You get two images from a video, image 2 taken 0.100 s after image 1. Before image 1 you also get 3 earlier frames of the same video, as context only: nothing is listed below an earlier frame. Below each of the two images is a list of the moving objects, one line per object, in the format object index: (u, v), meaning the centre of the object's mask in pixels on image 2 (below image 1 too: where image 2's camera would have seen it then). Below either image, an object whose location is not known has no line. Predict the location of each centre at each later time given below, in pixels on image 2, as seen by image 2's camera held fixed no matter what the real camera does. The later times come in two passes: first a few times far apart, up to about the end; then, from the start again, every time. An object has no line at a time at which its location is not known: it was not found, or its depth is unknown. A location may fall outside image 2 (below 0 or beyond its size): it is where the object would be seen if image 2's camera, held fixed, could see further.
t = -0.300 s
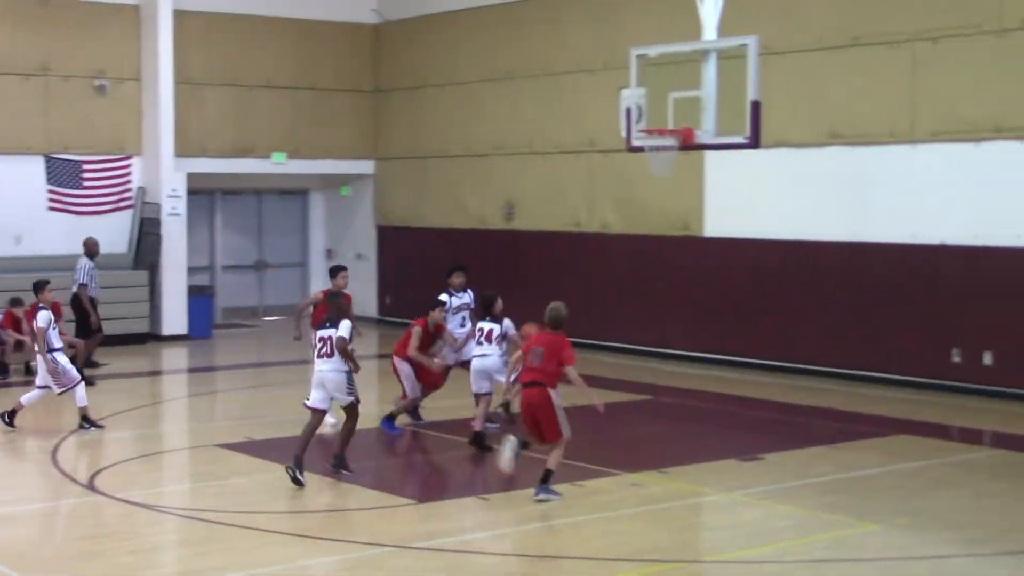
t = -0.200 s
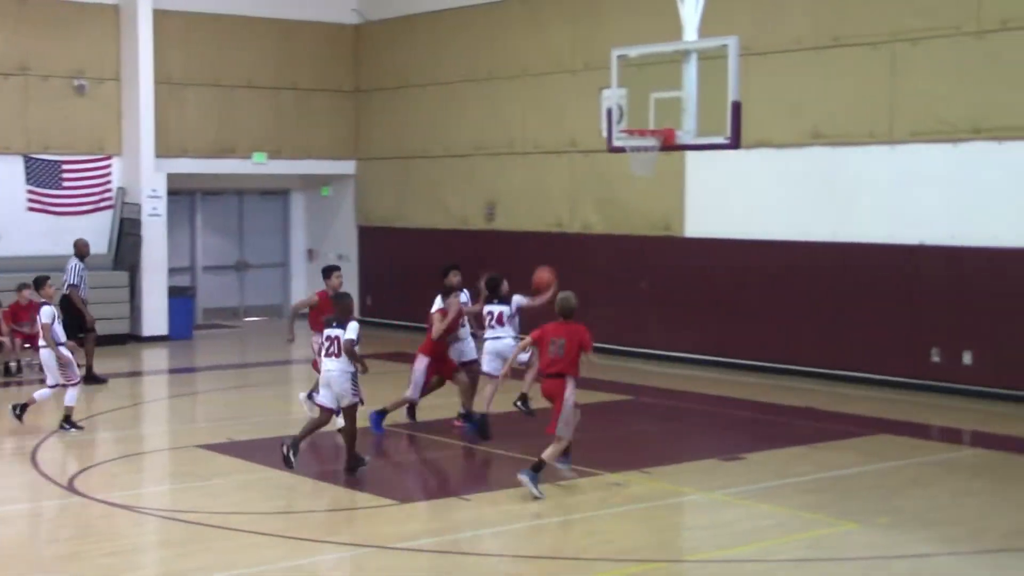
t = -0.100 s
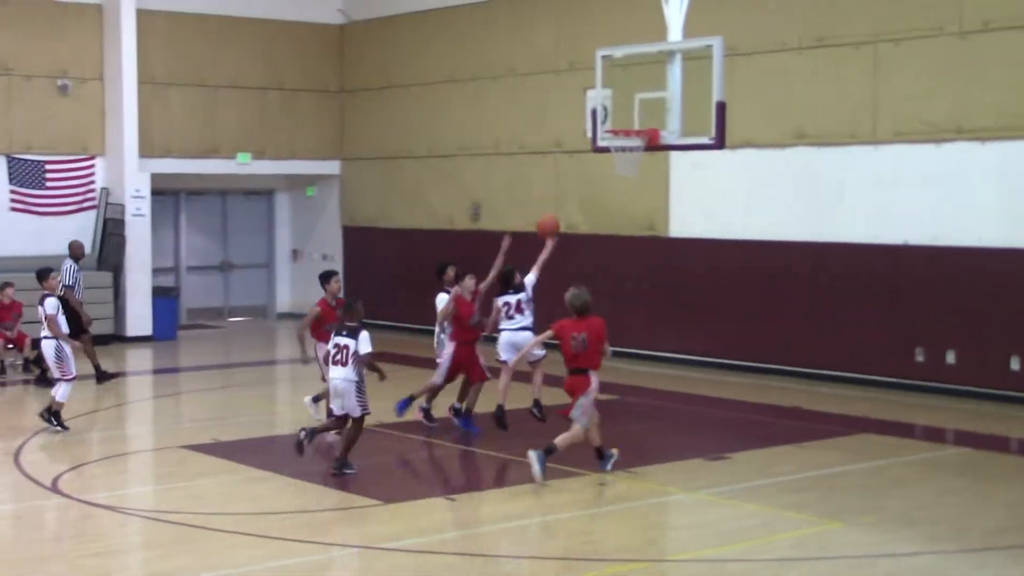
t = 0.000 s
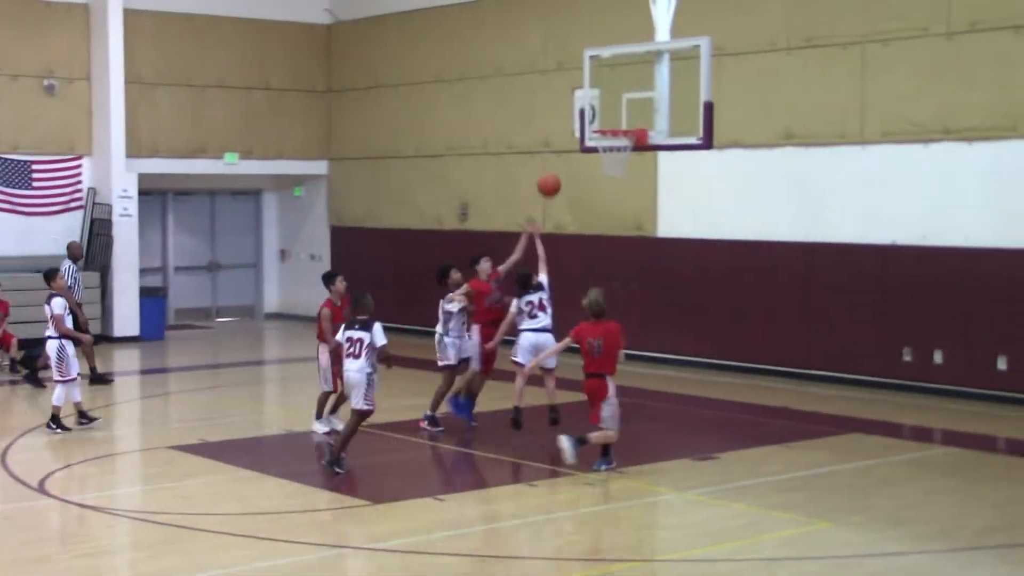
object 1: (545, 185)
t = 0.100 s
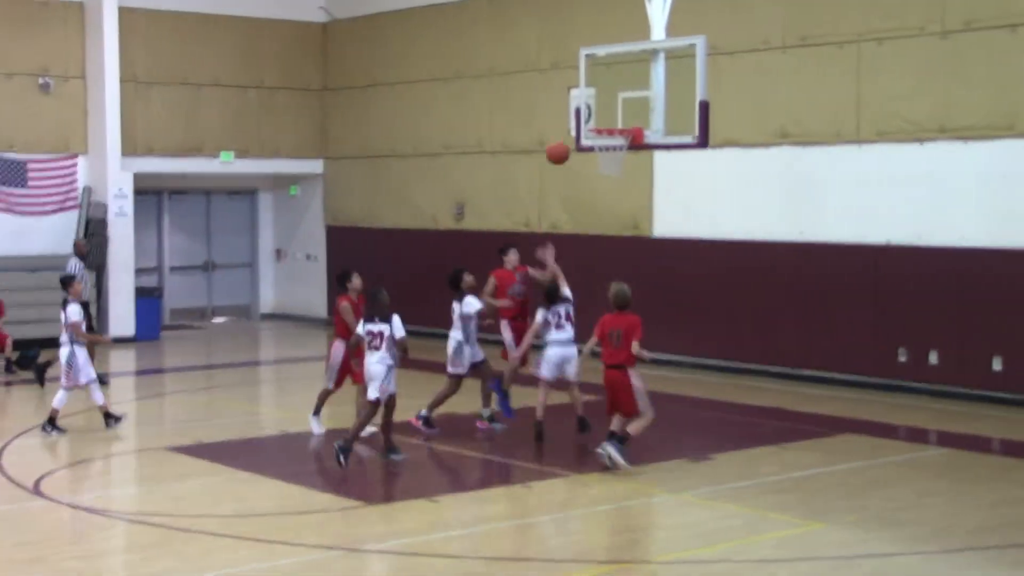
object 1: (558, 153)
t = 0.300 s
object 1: (582, 120)
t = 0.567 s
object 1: (609, 127)
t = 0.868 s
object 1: (623, 168)
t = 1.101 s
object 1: (622, 223)
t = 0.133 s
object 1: (562, 145)
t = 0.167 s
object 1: (565, 138)
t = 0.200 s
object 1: (570, 131)
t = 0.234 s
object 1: (573, 127)
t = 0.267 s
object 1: (578, 123)
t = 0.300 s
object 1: (582, 120)
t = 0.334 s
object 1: (586, 119)
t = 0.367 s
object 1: (590, 117)
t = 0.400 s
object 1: (593, 116)
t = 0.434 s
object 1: (597, 116)
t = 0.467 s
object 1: (600, 117)
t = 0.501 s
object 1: (603, 119)
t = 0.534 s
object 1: (606, 120)
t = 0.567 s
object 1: (609, 127)
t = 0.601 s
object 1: (614, 133)
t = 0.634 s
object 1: (616, 140)
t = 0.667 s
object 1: (619, 145)
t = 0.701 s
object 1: (622, 153)
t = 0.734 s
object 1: (623, 157)
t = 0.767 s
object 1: (623, 157)
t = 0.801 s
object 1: (624, 158)
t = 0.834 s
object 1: (623, 165)
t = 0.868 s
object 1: (623, 168)
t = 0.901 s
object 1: (623, 172)
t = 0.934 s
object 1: (623, 178)
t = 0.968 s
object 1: (623, 184)
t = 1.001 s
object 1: (622, 193)
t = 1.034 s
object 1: (622, 202)
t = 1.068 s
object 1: (622, 213)
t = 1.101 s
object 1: (622, 223)
